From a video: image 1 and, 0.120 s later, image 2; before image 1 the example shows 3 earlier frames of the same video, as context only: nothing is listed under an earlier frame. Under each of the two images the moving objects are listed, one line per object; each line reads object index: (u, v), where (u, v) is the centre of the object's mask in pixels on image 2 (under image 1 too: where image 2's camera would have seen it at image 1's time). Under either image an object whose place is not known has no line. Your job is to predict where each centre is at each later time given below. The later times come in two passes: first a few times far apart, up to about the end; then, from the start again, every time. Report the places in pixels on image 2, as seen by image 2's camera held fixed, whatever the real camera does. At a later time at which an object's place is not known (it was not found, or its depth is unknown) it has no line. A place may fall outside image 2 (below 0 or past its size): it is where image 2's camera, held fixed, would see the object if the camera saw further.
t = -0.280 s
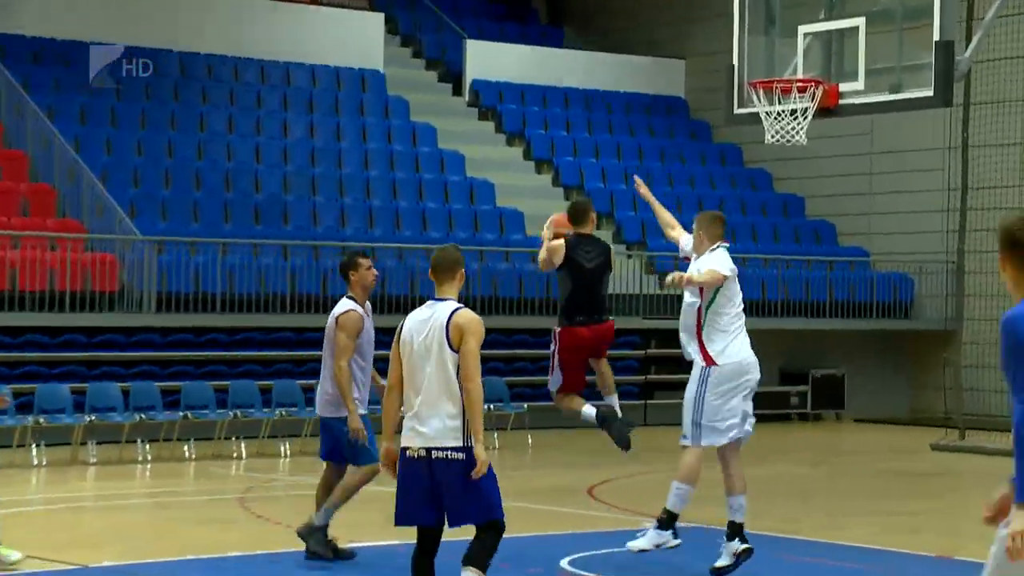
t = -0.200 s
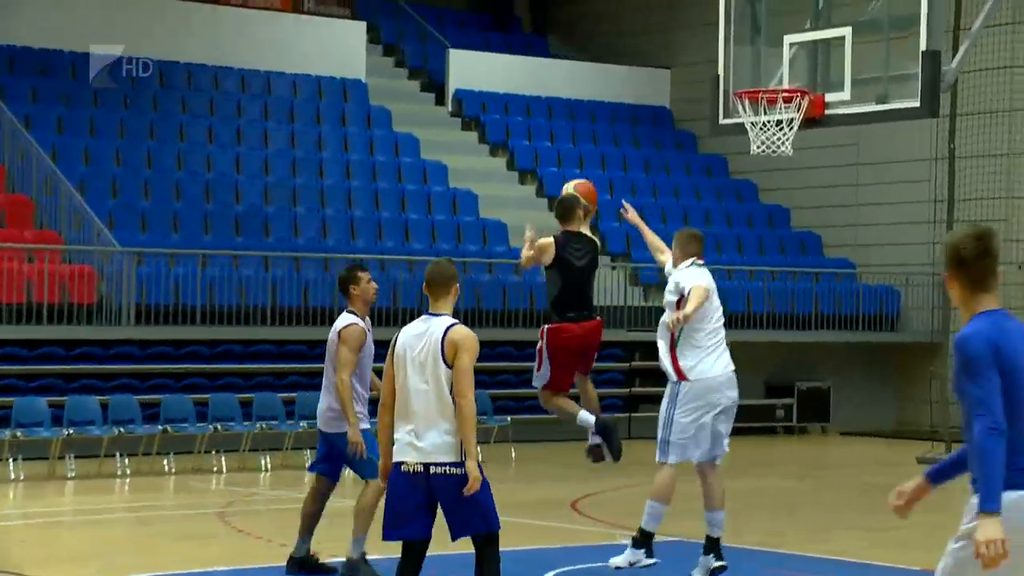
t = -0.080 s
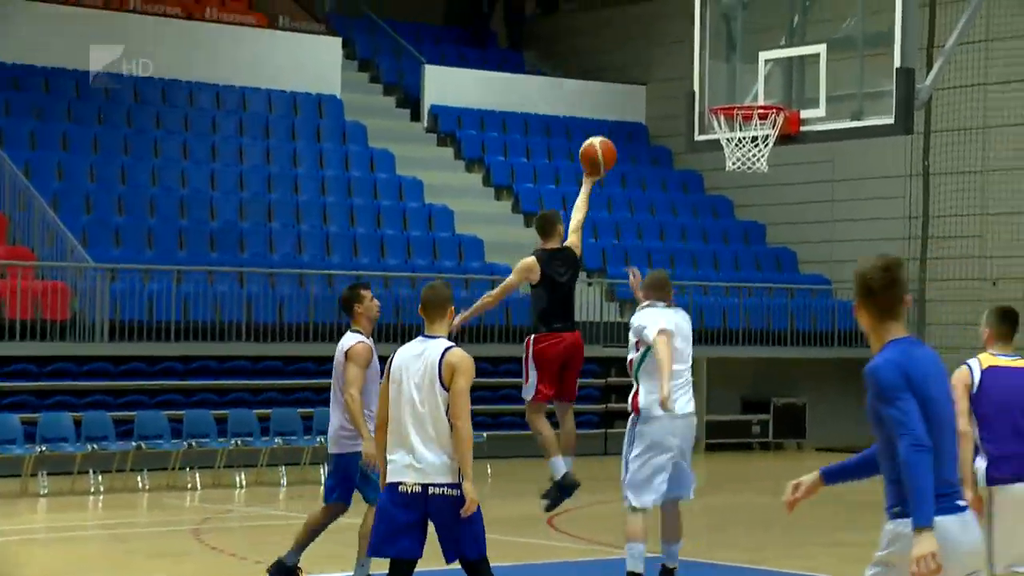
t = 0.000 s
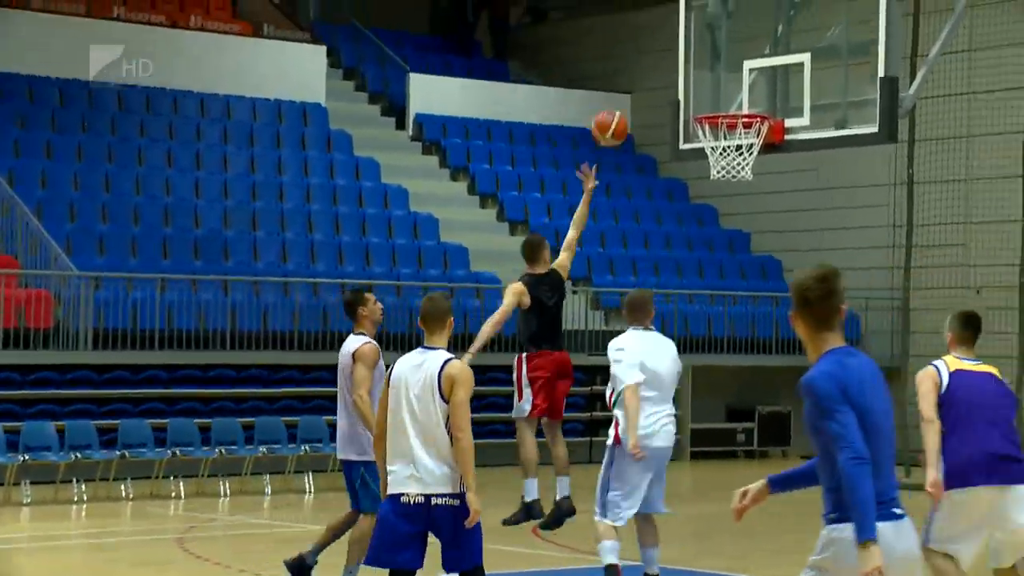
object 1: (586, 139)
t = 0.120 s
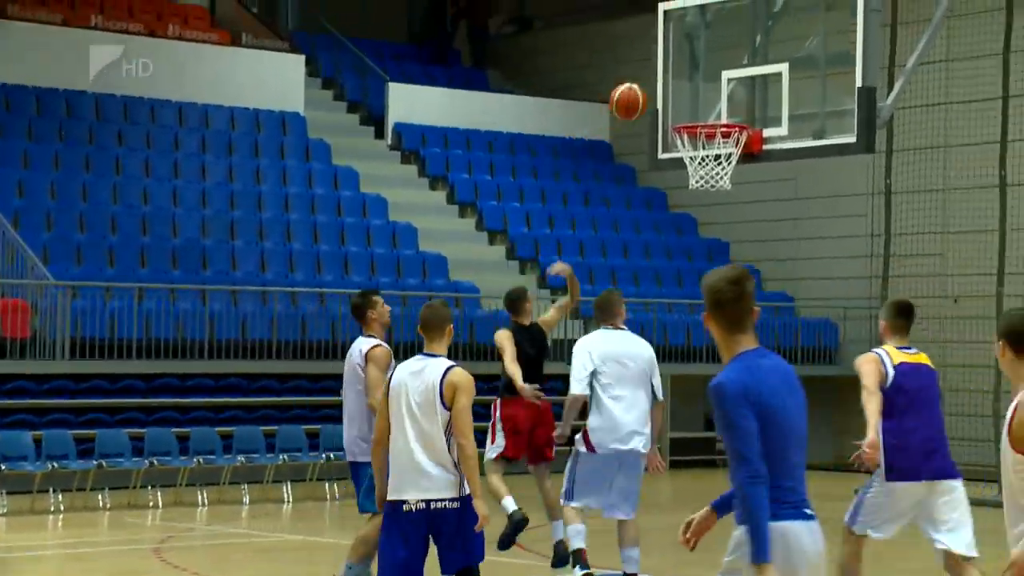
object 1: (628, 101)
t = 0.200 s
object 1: (655, 89)
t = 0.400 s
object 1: (710, 95)
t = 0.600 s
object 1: (701, 124)
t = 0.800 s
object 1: (701, 165)
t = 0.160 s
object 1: (641, 94)
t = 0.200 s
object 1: (655, 89)
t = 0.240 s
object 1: (669, 88)
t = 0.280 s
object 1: (682, 87)
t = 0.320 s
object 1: (696, 88)
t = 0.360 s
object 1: (709, 94)
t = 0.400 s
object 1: (710, 95)
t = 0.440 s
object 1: (708, 96)
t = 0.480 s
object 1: (706, 100)
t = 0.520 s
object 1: (704, 106)
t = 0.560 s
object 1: (701, 111)
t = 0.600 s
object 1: (701, 124)
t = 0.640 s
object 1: (697, 142)
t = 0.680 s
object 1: (695, 149)
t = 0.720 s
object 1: (696, 158)
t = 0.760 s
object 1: (697, 161)
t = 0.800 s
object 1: (701, 165)
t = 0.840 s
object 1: (703, 181)
